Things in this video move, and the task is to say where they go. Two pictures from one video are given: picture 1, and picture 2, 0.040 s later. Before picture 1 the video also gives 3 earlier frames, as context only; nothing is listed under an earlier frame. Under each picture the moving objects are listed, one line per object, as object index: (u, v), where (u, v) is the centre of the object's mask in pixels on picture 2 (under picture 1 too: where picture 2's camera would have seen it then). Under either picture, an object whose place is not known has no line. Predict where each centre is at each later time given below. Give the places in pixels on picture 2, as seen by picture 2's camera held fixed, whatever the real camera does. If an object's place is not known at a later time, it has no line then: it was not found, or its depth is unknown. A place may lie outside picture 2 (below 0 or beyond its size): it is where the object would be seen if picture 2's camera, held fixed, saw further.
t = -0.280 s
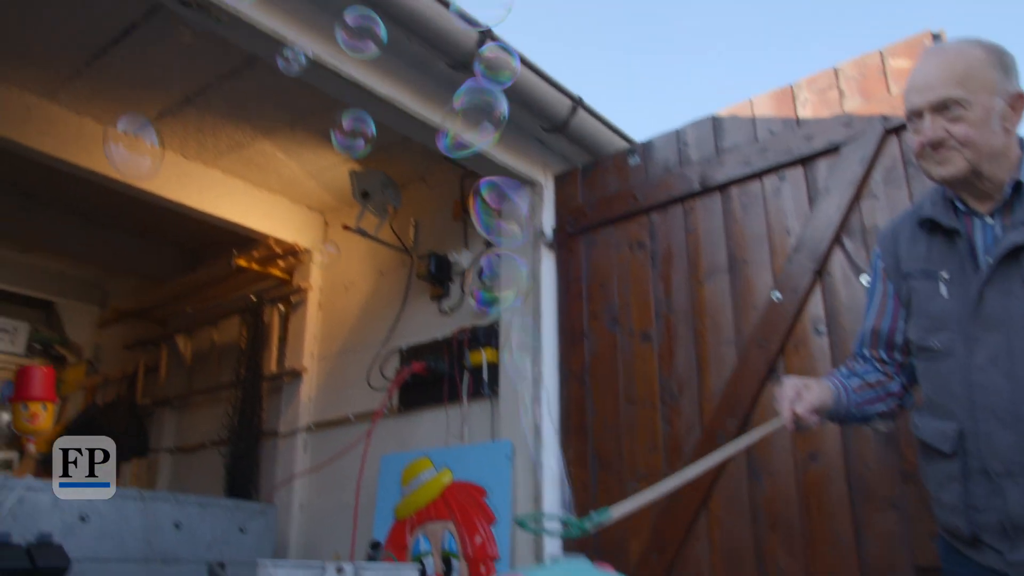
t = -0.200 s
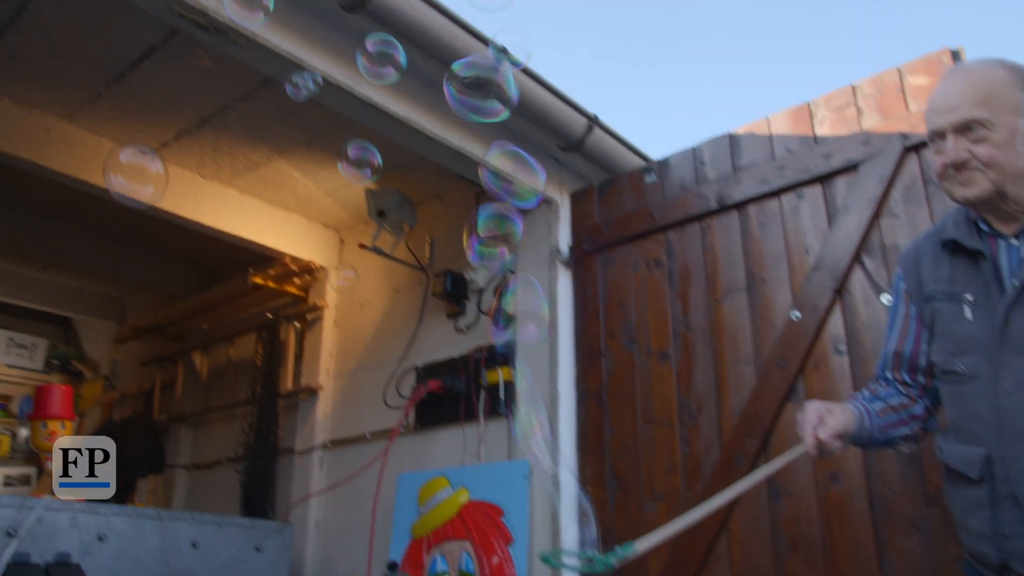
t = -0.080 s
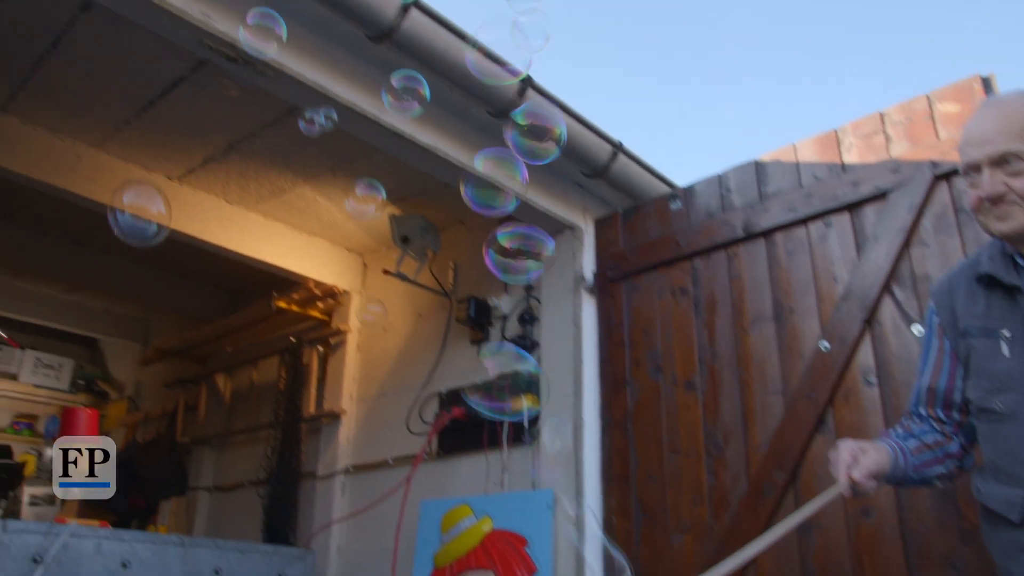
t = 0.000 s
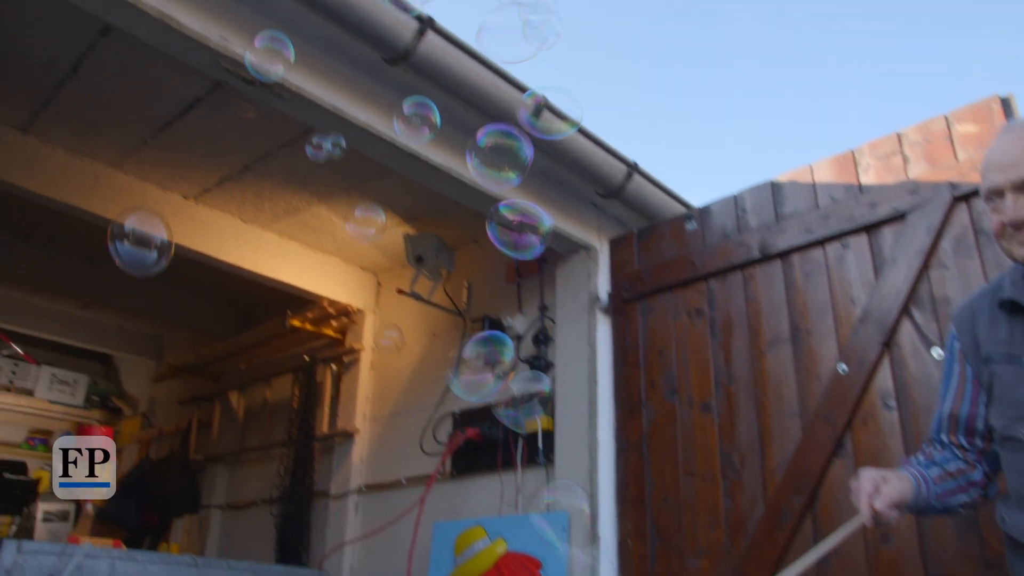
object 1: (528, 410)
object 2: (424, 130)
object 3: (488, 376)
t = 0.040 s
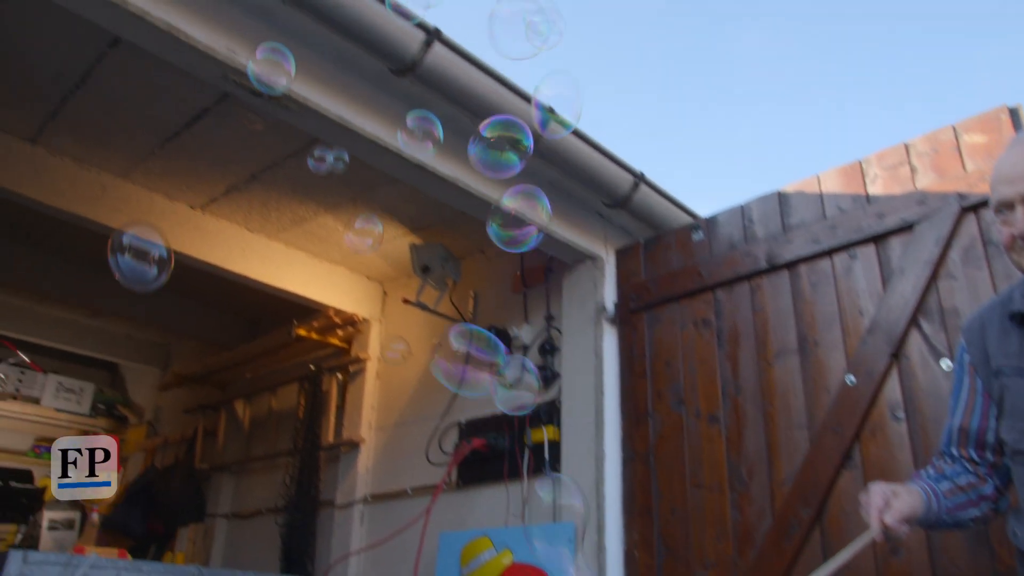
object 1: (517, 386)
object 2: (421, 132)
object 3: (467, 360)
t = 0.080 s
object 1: (505, 367)
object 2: (416, 137)
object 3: (450, 346)
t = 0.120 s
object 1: (494, 352)
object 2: (411, 140)
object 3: (435, 335)
